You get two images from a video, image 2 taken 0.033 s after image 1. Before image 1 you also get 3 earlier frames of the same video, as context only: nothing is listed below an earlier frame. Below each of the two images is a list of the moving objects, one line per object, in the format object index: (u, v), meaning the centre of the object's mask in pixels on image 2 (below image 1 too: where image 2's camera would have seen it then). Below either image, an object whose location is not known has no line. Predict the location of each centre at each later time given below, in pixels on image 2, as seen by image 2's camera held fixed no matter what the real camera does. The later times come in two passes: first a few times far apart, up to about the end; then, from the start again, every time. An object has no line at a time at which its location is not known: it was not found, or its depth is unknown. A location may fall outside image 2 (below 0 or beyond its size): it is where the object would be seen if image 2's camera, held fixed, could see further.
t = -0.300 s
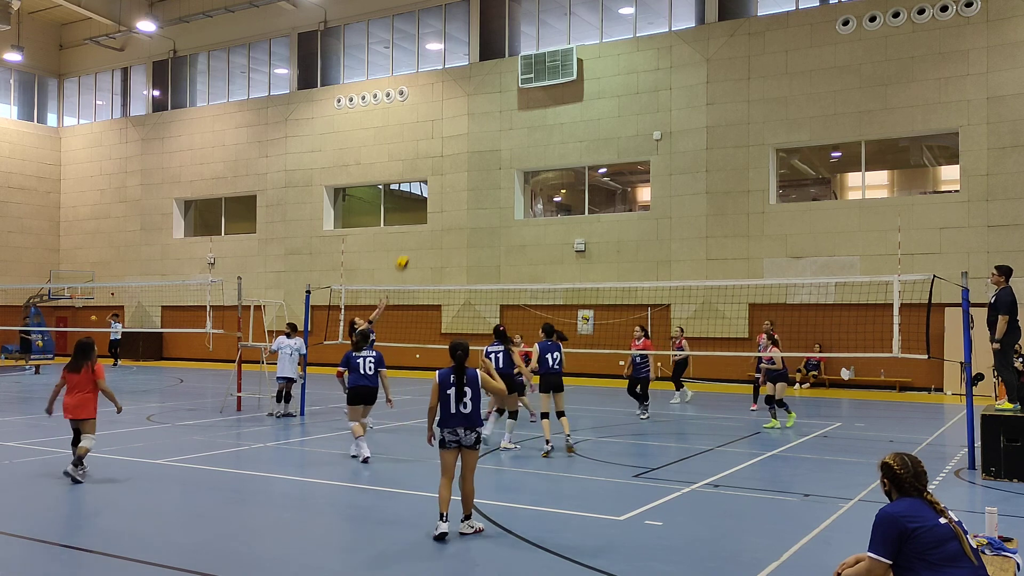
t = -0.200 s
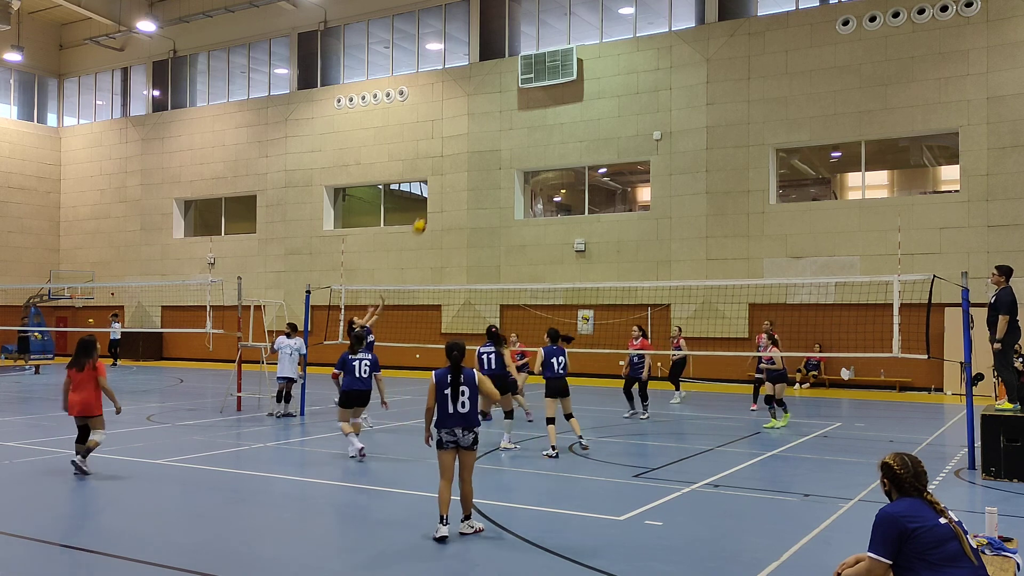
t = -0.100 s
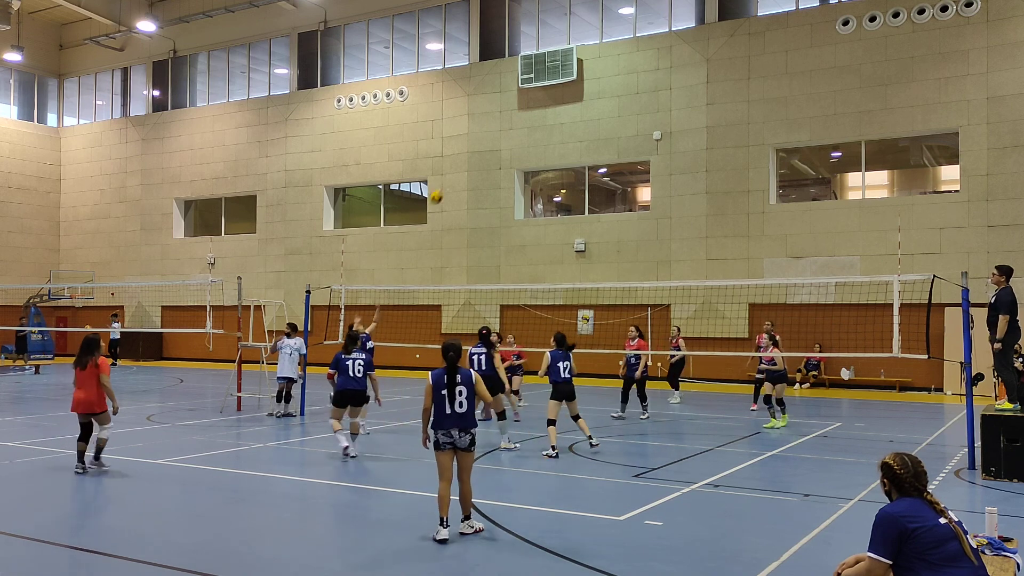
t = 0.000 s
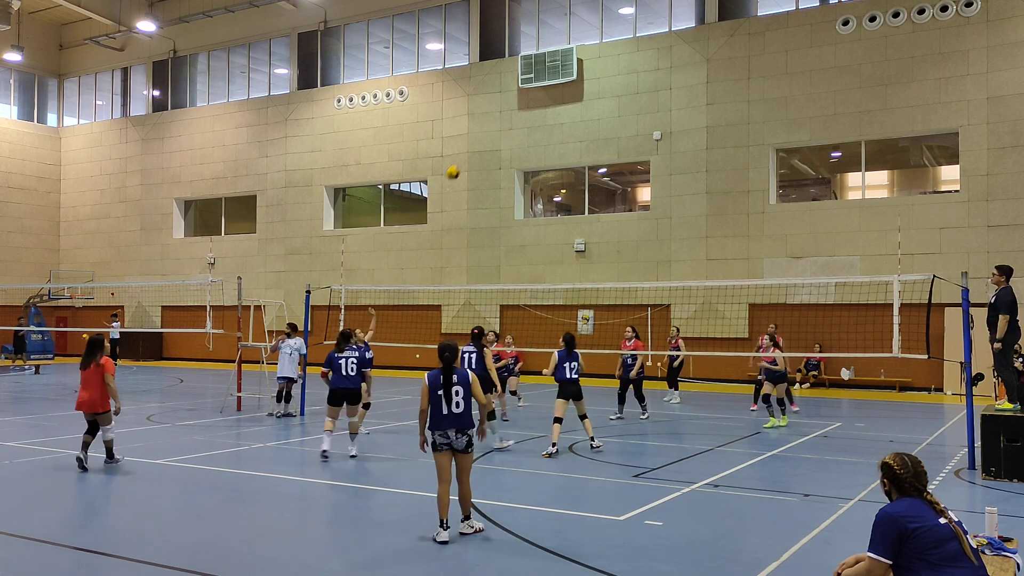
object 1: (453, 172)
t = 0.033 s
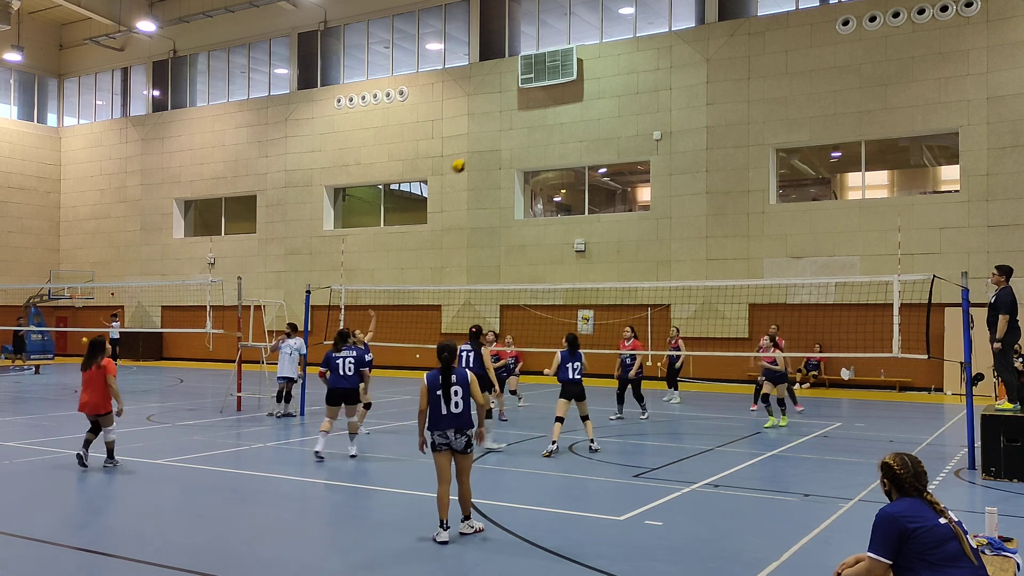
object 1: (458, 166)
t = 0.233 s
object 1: (492, 142)
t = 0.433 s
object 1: (526, 144)
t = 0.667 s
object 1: (566, 179)
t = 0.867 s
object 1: (599, 241)
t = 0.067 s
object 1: (465, 160)
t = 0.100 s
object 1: (470, 155)
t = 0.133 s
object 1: (475, 151)
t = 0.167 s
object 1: (481, 147)
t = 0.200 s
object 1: (487, 144)
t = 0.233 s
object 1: (492, 142)
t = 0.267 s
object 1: (498, 140)
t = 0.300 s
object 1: (504, 139)
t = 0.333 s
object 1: (509, 139)
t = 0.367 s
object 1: (515, 140)
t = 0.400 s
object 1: (521, 141)
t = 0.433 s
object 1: (526, 144)
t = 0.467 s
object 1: (532, 147)
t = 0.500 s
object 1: (538, 150)
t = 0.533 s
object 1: (544, 154)
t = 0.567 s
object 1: (549, 160)
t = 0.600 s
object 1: (555, 165)
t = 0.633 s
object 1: (560, 172)
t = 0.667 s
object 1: (566, 179)
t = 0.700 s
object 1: (571, 186)
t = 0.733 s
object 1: (577, 196)
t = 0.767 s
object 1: (582, 206)
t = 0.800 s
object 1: (588, 217)
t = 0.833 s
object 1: (593, 229)
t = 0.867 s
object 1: (599, 241)
